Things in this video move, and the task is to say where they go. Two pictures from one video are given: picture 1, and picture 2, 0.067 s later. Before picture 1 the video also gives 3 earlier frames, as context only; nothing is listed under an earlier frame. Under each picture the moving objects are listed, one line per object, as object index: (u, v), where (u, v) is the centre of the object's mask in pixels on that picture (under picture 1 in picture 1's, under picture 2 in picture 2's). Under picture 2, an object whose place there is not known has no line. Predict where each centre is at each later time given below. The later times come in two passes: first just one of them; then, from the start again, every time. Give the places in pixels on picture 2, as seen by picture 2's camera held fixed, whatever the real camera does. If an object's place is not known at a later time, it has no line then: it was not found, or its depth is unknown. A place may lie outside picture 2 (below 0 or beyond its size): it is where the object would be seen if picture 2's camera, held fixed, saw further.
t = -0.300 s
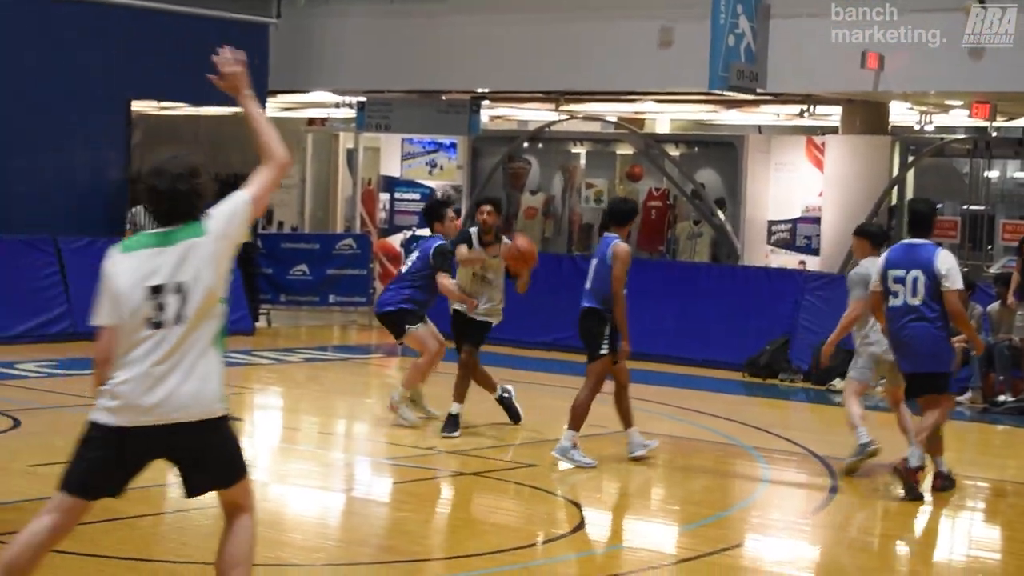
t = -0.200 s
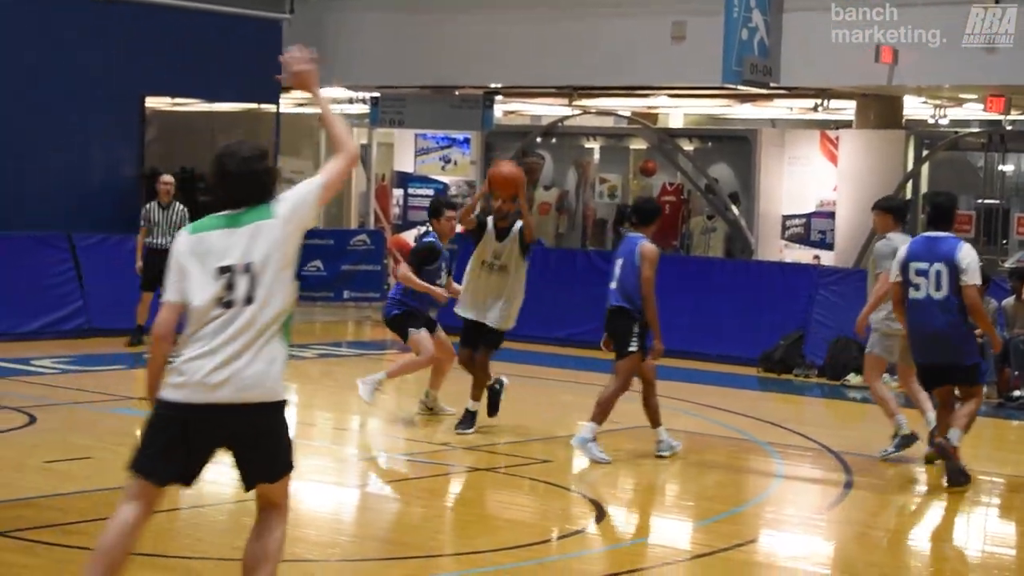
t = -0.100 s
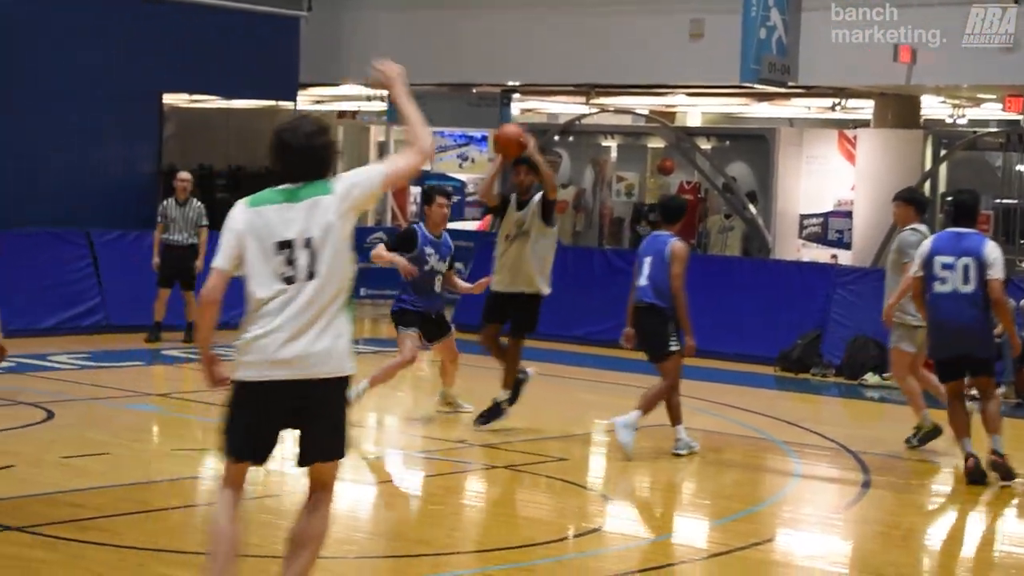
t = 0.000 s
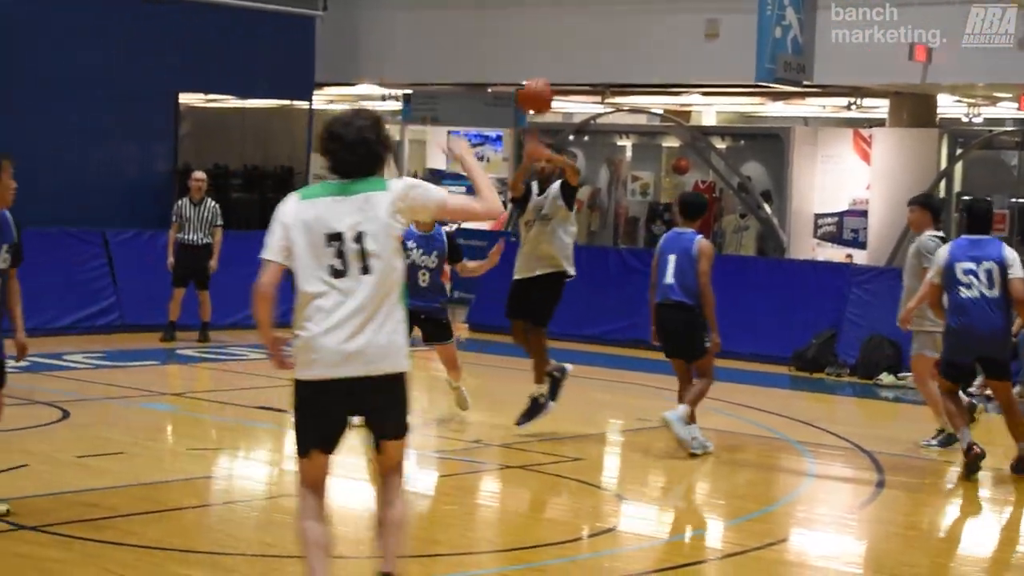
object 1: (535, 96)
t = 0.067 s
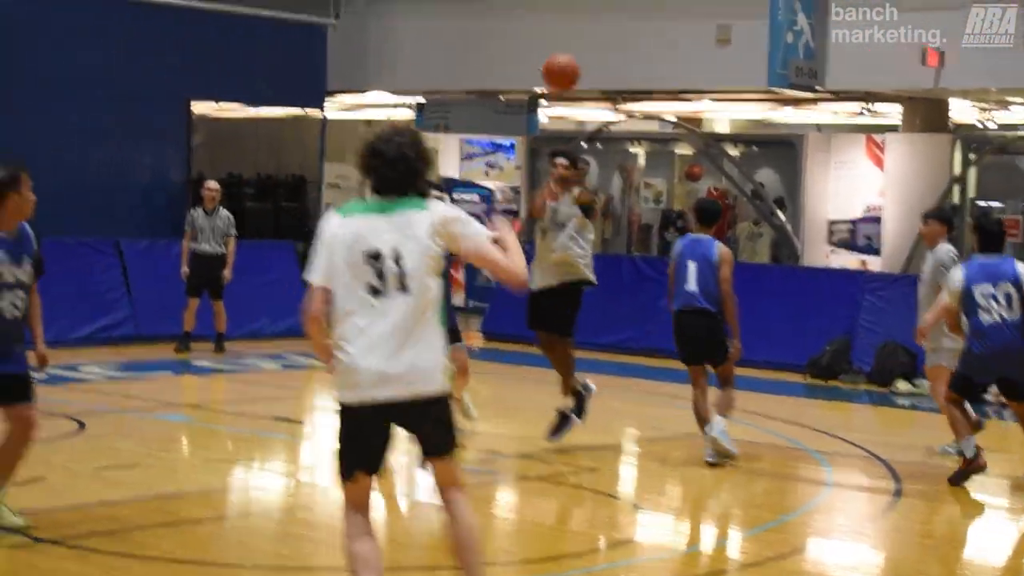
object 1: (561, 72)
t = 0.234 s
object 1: (597, 17)
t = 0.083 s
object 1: (564, 65)
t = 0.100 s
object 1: (567, 60)
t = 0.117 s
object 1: (572, 52)
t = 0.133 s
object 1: (574, 46)
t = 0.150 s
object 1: (578, 40)
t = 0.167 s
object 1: (581, 35)
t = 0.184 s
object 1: (586, 30)
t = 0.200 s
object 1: (589, 26)
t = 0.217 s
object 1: (593, 21)
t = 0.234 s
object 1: (597, 17)
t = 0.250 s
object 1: (602, 13)
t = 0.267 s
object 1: (606, 10)
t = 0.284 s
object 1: (611, 8)
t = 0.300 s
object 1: (615, 5)
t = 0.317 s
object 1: (619, 3)
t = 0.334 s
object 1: (624, 1)
